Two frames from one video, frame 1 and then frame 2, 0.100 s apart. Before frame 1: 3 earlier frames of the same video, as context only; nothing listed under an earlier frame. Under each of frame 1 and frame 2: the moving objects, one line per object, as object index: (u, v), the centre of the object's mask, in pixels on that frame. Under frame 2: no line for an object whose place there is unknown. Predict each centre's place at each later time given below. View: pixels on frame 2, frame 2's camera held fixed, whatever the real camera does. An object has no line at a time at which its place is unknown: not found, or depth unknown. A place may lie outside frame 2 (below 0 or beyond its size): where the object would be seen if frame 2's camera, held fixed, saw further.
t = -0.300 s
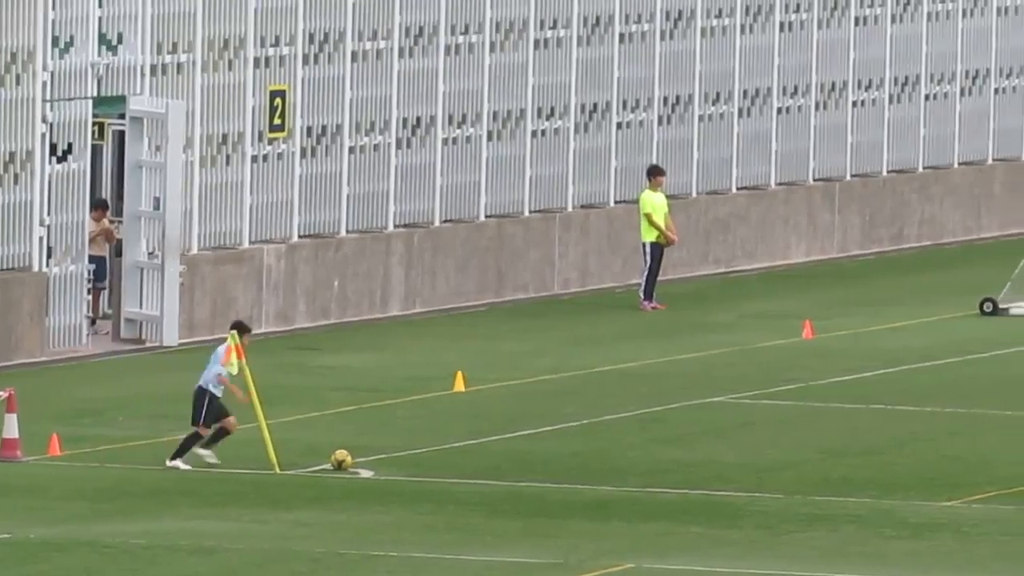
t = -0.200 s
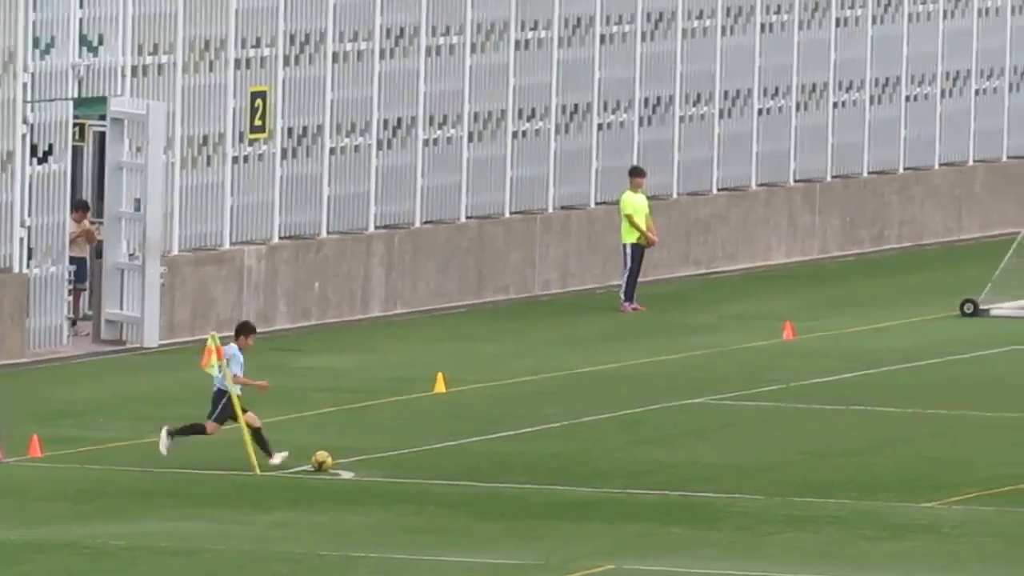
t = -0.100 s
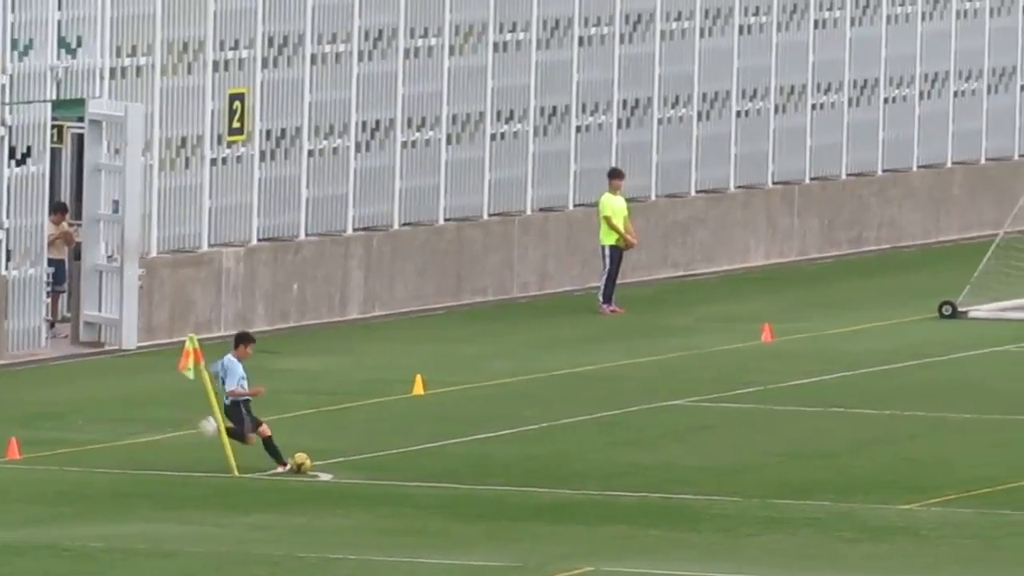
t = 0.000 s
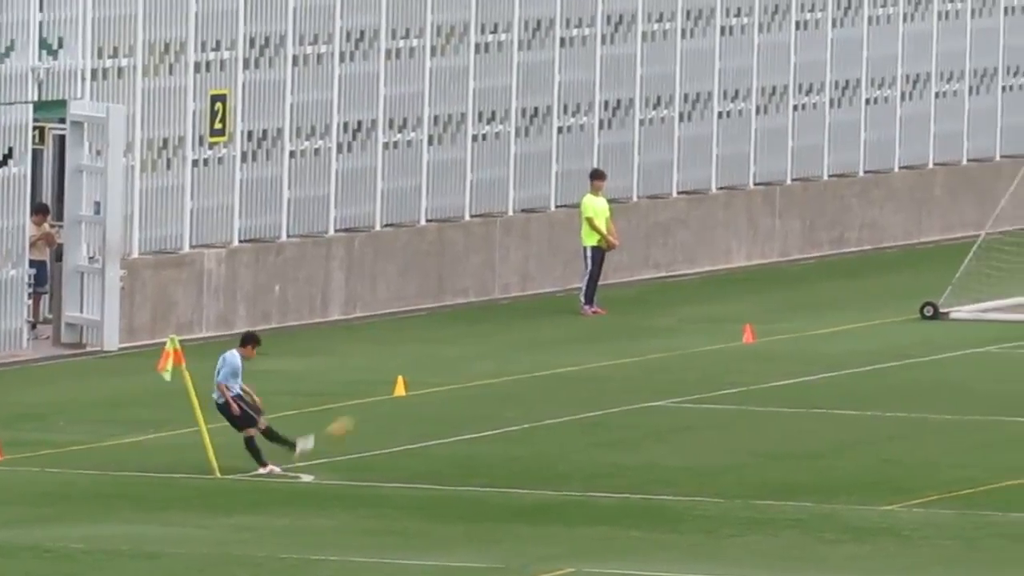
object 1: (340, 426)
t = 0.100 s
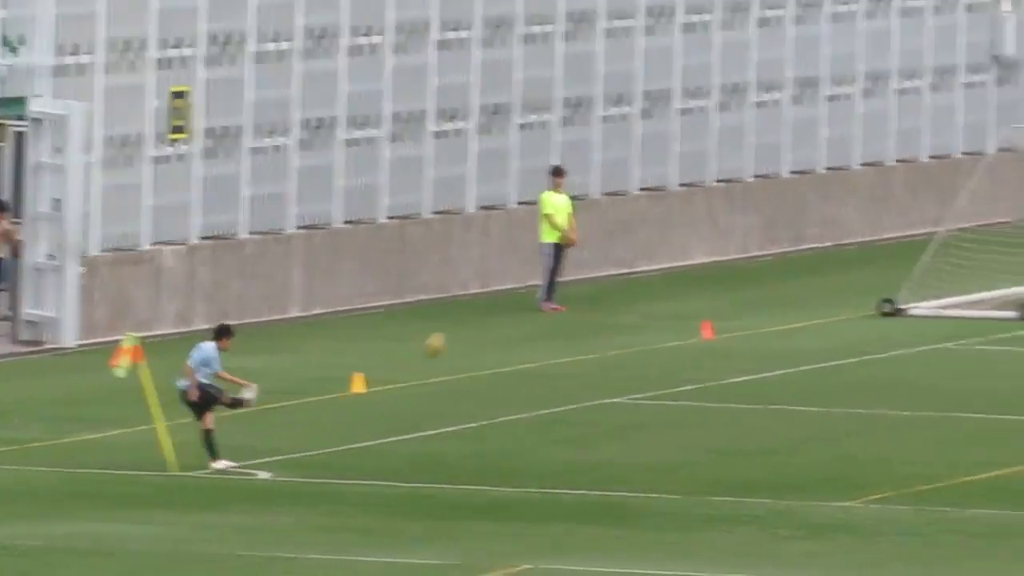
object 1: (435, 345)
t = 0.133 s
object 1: (477, 320)
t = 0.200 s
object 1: (556, 273)
